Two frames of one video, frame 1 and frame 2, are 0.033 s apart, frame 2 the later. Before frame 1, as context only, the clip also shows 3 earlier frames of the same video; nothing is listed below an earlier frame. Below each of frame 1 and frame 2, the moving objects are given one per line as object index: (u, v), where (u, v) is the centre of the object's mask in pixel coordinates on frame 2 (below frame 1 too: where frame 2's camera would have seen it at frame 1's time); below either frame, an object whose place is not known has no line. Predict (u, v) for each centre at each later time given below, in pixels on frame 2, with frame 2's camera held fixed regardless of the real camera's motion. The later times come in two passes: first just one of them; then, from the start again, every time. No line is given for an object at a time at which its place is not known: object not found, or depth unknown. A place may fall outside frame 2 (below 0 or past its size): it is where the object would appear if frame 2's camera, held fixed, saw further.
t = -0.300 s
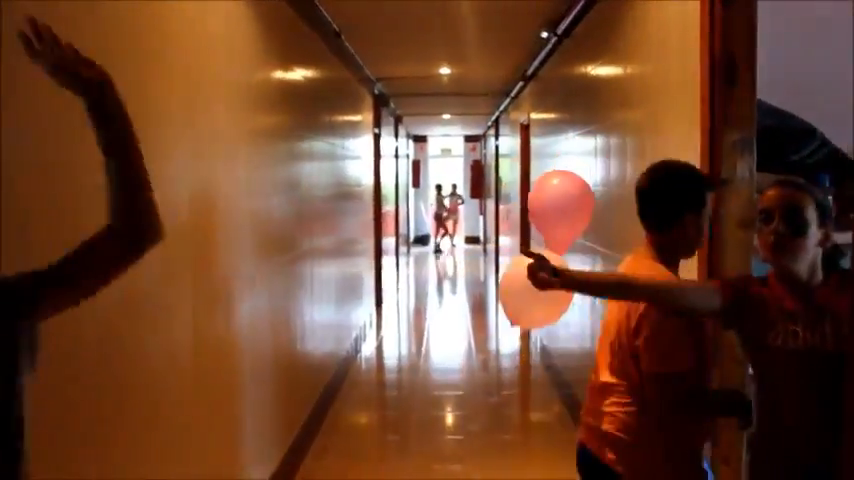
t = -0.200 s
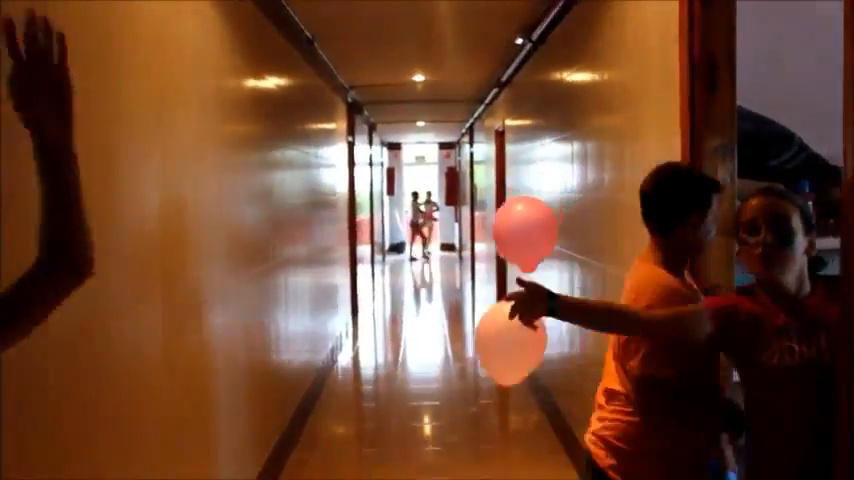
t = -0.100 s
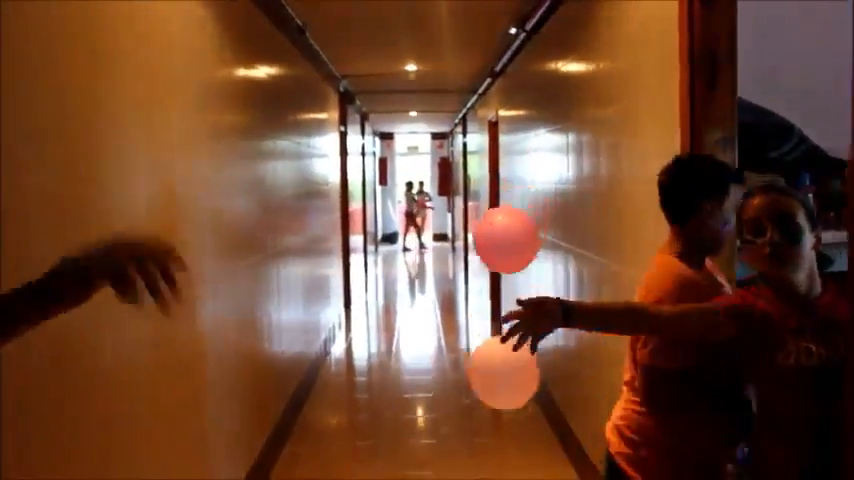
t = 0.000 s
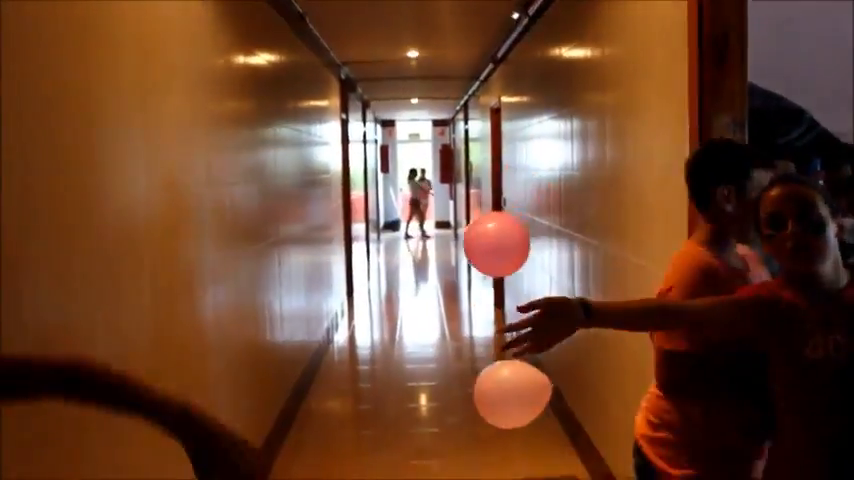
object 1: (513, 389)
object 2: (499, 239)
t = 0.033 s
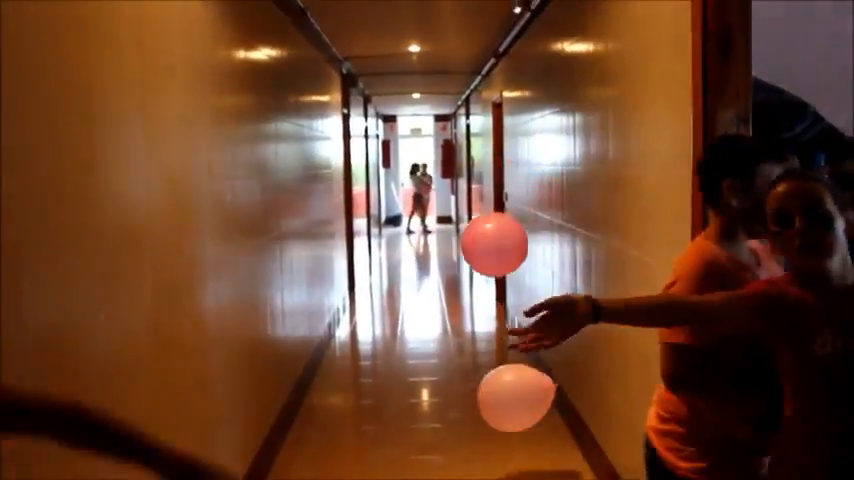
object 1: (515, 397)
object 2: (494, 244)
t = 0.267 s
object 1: (524, 433)
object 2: (471, 280)
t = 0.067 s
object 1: (516, 404)
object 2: (490, 249)
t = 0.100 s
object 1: (517, 411)
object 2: (486, 254)
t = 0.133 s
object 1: (518, 416)
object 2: (482, 259)
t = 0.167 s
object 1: (520, 421)
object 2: (479, 264)
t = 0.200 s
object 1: (522, 425)
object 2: (477, 269)
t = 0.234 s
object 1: (523, 429)
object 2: (473, 275)
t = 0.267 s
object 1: (524, 433)
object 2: (471, 280)
